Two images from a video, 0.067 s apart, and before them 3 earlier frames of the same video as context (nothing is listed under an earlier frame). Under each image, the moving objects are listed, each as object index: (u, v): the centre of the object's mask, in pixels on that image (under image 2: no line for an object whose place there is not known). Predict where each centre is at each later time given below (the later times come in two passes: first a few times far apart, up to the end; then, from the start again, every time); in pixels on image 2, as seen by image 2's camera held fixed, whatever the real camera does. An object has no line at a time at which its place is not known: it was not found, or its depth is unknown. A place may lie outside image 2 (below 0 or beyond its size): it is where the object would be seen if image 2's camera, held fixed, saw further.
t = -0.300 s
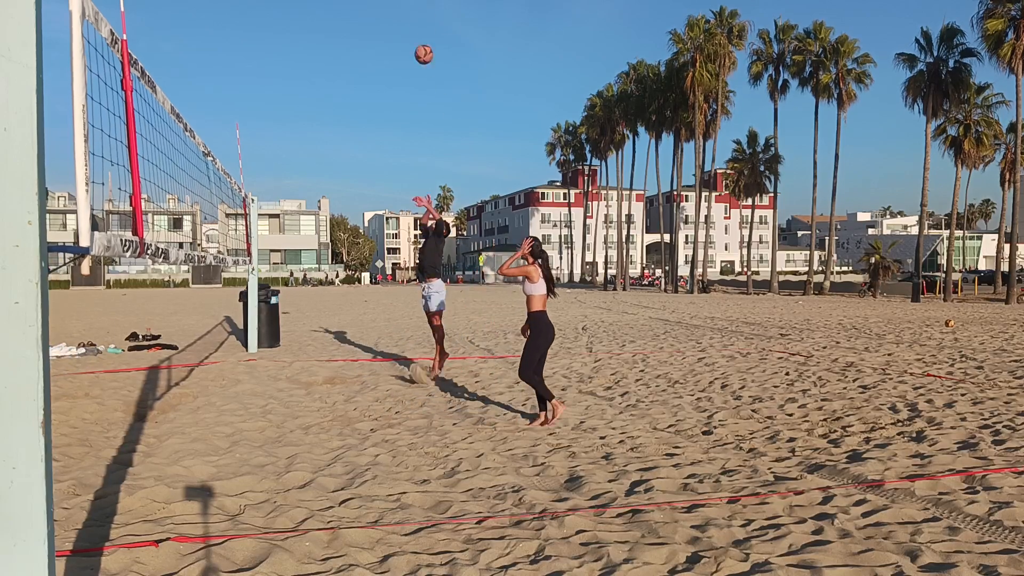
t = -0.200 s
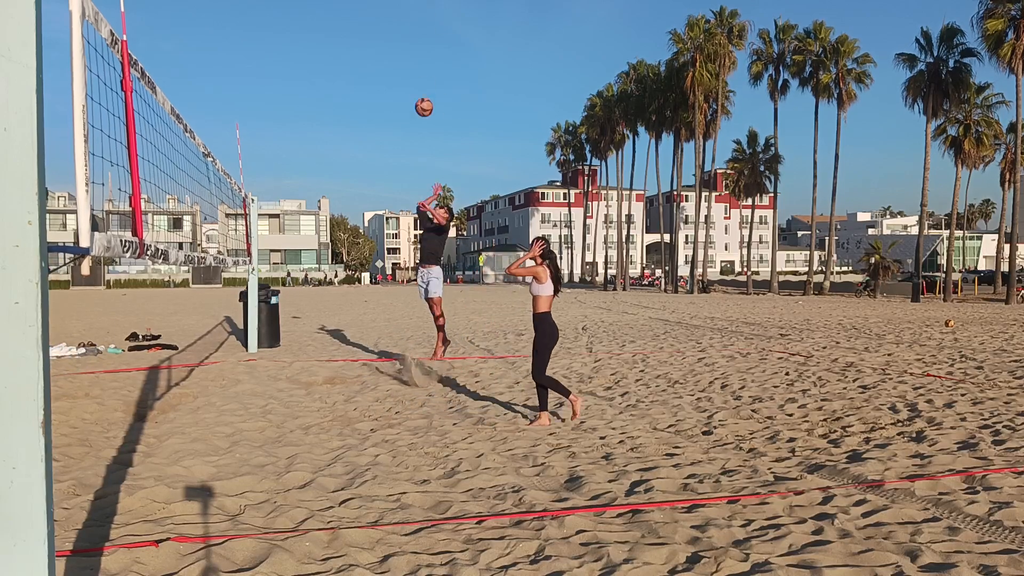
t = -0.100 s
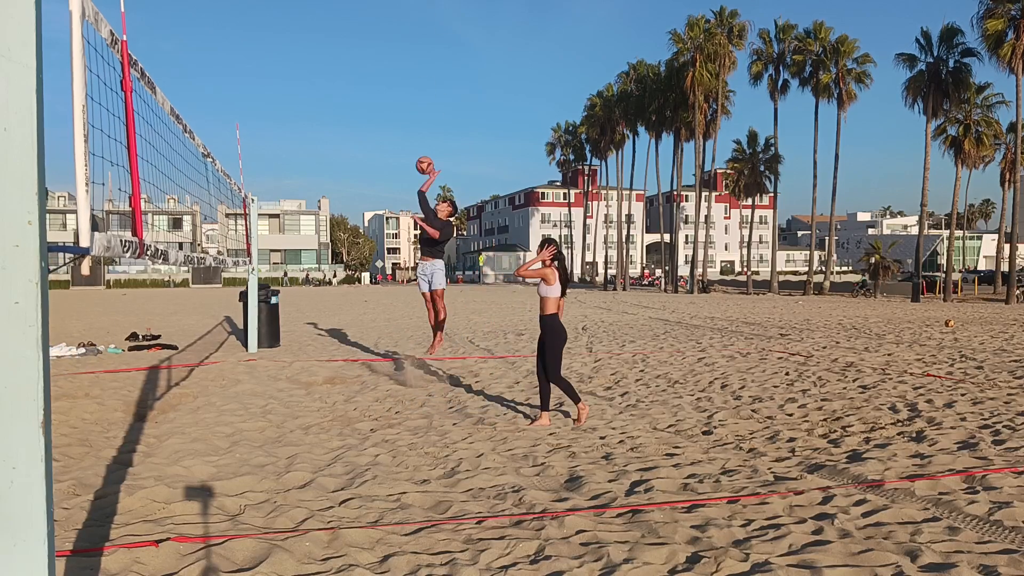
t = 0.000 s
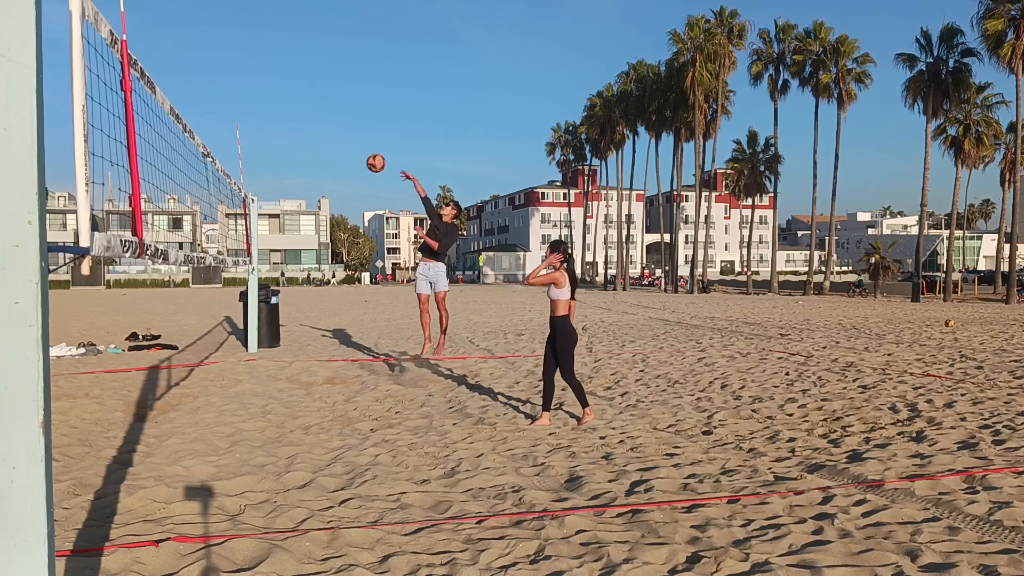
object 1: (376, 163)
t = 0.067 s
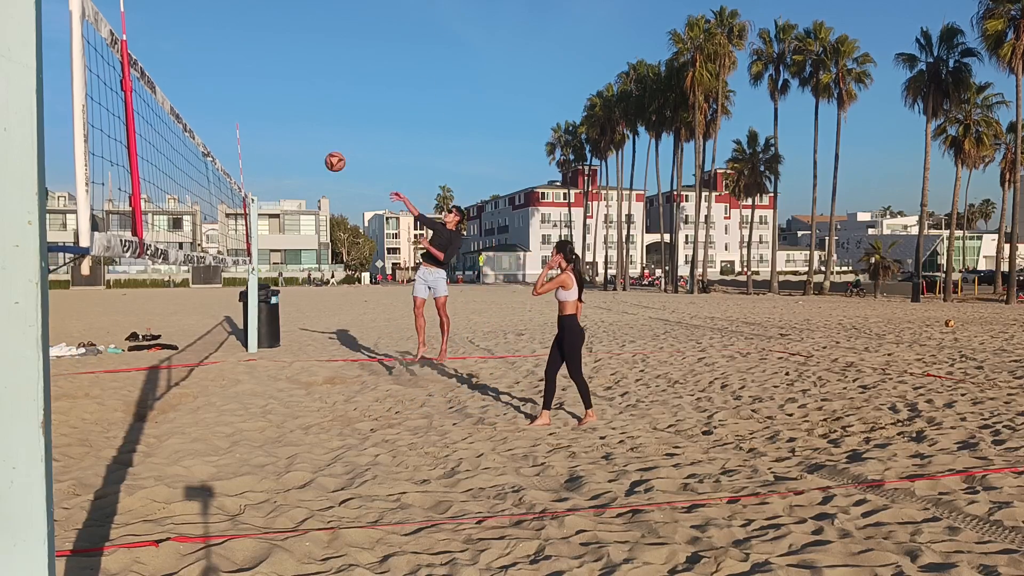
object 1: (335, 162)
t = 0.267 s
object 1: (207, 185)
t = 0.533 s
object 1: (227, 253)
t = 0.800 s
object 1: (274, 391)
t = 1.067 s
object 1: (328, 380)
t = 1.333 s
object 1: (385, 398)
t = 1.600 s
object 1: (438, 422)
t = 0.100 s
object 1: (313, 163)
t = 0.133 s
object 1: (291, 165)
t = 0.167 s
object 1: (267, 169)
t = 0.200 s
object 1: (242, 175)
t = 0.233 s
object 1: (219, 181)
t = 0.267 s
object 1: (207, 185)
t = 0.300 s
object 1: (203, 190)
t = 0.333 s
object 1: (203, 196)
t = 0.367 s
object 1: (206, 203)
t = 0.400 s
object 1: (209, 212)
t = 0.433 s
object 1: (212, 221)
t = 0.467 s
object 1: (216, 231)
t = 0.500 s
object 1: (221, 242)
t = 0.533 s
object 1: (227, 253)
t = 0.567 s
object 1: (233, 265)
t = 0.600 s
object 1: (238, 279)
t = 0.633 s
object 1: (244, 294)
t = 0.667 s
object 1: (250, 310)
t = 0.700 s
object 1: (256, 328)
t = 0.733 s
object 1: (262, 348)
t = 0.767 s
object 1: (268, 368)
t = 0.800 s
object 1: (274, 391)
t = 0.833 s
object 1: (279, 415)
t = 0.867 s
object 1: (286, 421)
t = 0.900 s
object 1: (293, 411)
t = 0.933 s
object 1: (300, 402)
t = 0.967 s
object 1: (307, 394)
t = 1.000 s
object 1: (314, 388)
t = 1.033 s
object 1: (321, 383)
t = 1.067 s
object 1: (328, 380)
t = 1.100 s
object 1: (335, 377)
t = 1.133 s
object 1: (342, 376)
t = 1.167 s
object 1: (349, 376)
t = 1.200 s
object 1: (357, 378)
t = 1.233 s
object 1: (364, 381)
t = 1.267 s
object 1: (371, 385)
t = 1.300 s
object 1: (378, 391)
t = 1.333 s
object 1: (385, 398)
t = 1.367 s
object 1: (392, 406)
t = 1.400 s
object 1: (400, 415)
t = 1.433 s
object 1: (407, 423)
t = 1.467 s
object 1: (413, 421)
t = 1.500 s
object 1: (419, 420)
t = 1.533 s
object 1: (426, 419)
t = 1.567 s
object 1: (432, 420)
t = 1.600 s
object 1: (438, 422)
